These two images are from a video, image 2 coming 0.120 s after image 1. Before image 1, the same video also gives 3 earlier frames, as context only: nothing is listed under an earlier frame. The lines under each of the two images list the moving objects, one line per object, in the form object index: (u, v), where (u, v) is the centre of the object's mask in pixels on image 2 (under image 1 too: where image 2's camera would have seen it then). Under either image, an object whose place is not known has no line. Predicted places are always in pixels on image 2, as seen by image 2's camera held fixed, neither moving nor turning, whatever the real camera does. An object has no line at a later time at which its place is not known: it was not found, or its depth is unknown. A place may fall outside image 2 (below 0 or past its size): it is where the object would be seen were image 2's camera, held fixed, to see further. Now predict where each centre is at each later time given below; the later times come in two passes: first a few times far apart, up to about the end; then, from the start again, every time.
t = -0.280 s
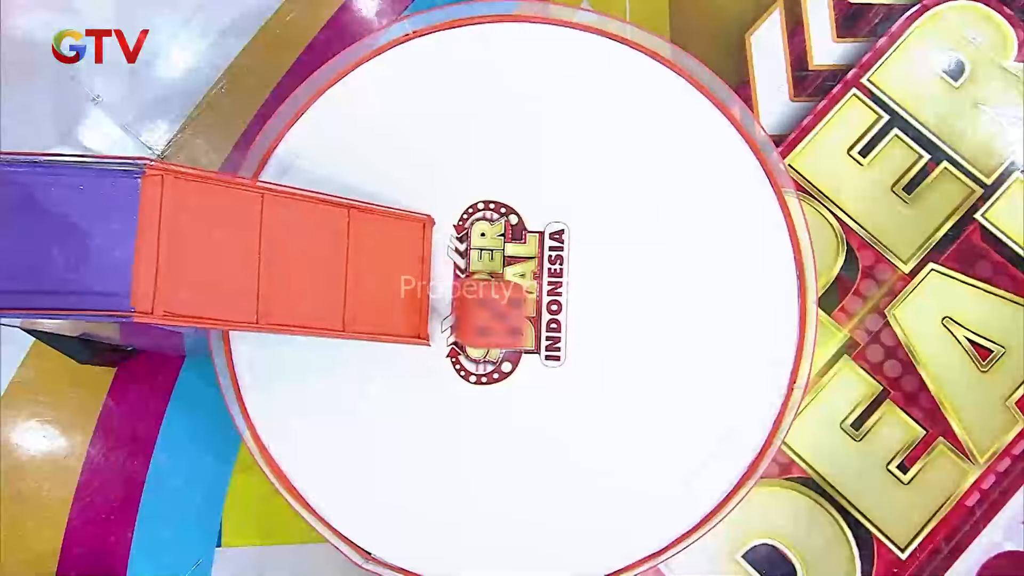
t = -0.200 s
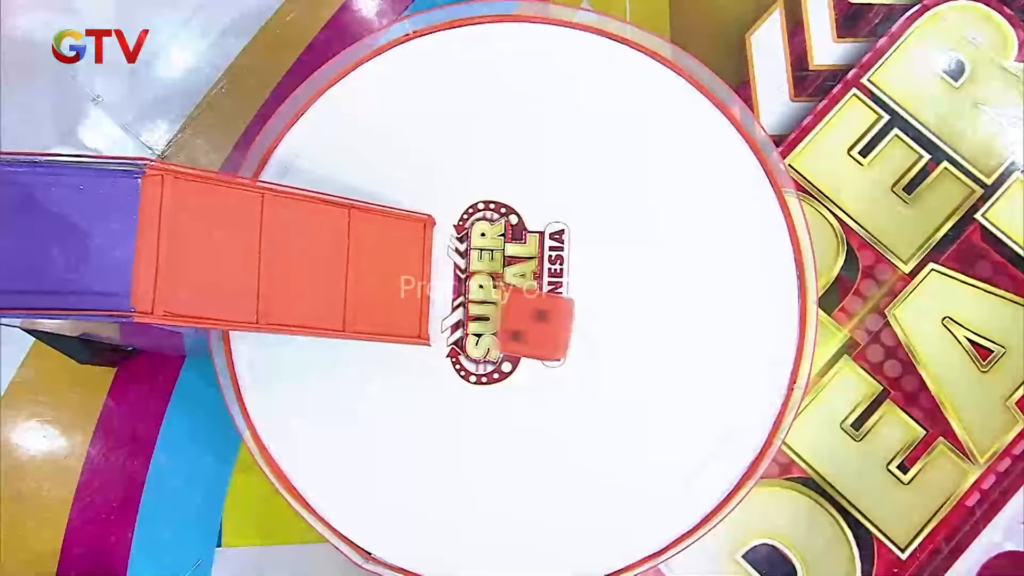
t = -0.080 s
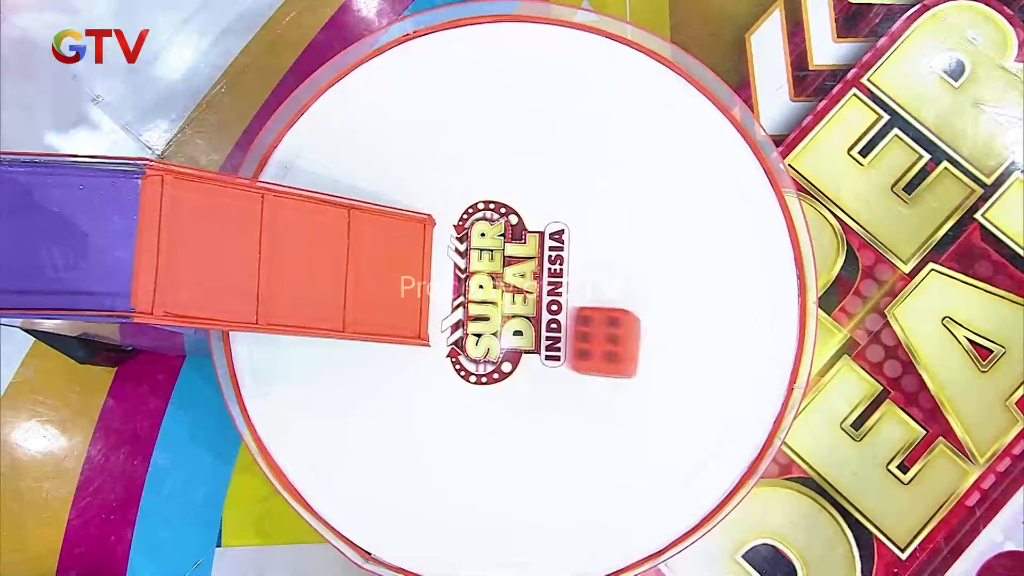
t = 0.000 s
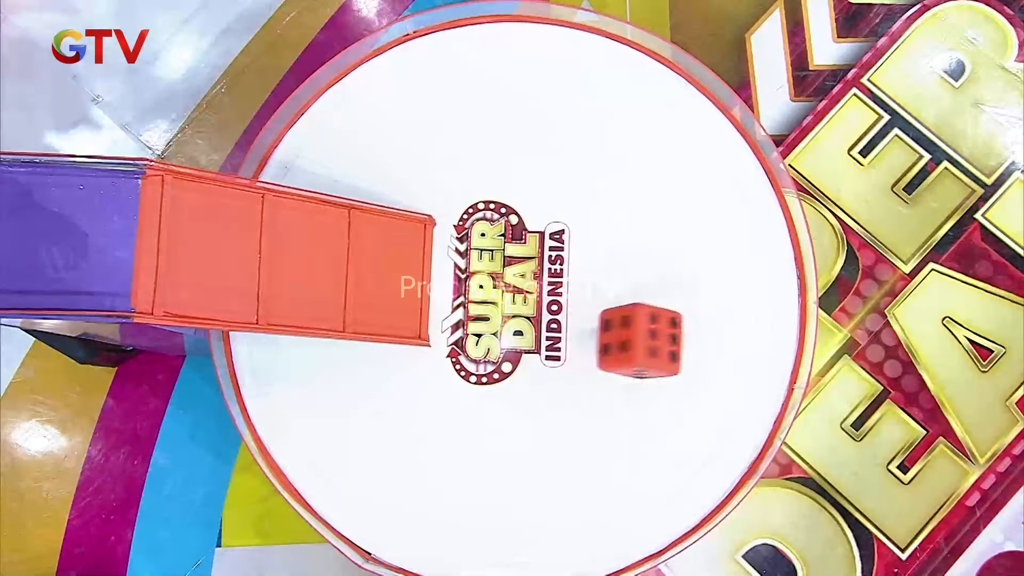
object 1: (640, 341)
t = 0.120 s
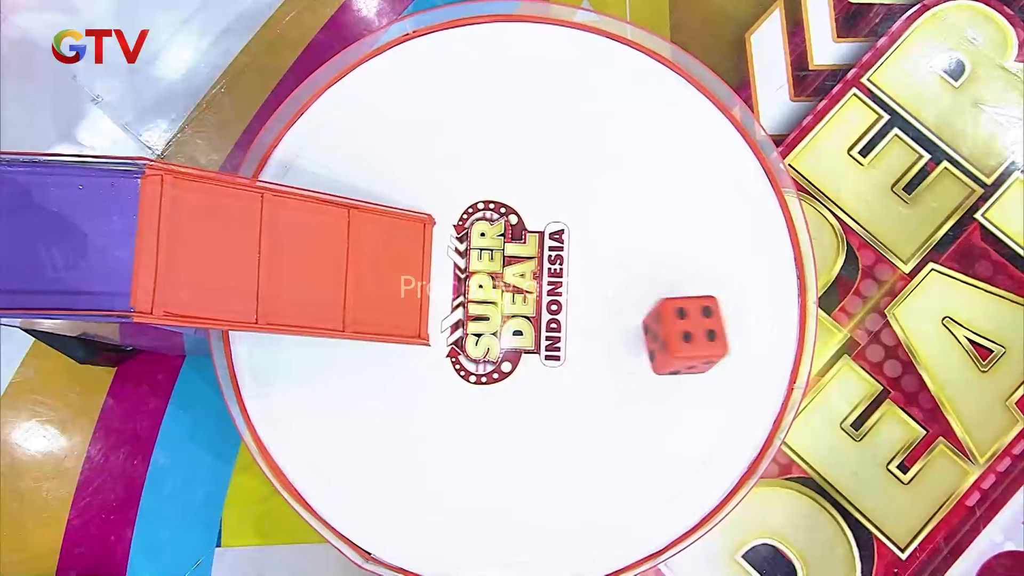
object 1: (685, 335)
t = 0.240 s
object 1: (720, 347)
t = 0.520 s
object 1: (766, 334)
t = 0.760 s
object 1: (729, 335)
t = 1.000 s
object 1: (737, 325)
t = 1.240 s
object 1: (757, 346)
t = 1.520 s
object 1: (747, 331)
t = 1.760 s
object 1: (749, 344)
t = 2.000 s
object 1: (750, 332)
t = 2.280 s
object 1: (748, 341)
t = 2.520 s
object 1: (749, 335)
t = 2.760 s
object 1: (750, 335)
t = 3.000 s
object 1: (749, 339)
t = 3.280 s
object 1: (749, 339)
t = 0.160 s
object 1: (697, 338)
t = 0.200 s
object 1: (709, 342)
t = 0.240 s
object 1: (720, 347)
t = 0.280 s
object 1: (730, 351)
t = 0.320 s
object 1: (743, 352)
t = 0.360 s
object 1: (755, 350)
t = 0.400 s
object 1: (764, 346)
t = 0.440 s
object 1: (772, 341)
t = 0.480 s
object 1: (773, 337)
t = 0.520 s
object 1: (766, 334)
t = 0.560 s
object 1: (758, 331)
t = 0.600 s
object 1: (748, 329)
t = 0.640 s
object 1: (740, 331)
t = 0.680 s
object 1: (735, 333)
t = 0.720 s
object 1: (731, 335)
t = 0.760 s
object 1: (729, 335)
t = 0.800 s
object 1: (727, 335)
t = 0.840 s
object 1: (727, 334)
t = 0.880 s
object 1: (728, 332)
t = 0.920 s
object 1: (730, 329)
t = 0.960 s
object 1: (733, 326)
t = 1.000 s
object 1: (737, 325)
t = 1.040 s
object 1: (740, 325)
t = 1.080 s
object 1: (745, 328)
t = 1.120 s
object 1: (749, 332)
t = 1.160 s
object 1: (753, 337)
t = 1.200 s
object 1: (756, 342)
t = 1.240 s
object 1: (757, 346)
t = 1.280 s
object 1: (757, 347)
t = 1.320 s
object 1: (756, 347)
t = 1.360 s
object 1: (755, 345)
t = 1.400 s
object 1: (752, 342)
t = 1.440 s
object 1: (749, 337)
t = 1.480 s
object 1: (748, 333)
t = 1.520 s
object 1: (747, 331)
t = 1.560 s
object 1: (747, 330)
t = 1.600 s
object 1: (748, 331)
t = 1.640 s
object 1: (749, 333)
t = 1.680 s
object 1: (750, 338)
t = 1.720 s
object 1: (751, 341)
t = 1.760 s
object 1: (749, 344)
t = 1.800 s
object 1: (747, 344)
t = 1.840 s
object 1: (747, 343)
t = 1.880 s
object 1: (747, 340)
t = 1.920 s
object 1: (749, 338)
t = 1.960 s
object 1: (750, 334)
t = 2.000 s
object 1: (750, 332)
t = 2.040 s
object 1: (751, 332)
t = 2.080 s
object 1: (751, 333)
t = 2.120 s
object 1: (750, 335)
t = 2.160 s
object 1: (748, 338)
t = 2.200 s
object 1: (748, 341)
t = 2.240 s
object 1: (748, 342)
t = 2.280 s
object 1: (748, 341)
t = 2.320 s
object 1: (748, 339)
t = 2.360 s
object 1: (749, 336)
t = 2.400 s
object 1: (750, 334)
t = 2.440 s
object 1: (750, 333)
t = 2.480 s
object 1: (750, 334)
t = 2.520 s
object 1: (749, 335)
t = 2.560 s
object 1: (749, 338)
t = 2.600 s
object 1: (749, 340)
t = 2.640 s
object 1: (748, 340)
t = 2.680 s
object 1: (748, 339)
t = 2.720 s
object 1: (749, 337)
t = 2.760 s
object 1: (750, 335)
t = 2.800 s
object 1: (750, 334)
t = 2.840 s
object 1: (750, 335)
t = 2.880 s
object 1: (749, 337)
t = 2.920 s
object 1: (749, 339)
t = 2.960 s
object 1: (749, 340)
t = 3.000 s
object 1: (749, 339)
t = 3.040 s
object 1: (749, 337)
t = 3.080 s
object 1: (750, 335)
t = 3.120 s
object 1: (749, 335)
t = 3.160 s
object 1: (749, 336)
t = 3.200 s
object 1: (749, 337)
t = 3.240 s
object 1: (749, 339)
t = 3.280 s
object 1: (749, 339)
